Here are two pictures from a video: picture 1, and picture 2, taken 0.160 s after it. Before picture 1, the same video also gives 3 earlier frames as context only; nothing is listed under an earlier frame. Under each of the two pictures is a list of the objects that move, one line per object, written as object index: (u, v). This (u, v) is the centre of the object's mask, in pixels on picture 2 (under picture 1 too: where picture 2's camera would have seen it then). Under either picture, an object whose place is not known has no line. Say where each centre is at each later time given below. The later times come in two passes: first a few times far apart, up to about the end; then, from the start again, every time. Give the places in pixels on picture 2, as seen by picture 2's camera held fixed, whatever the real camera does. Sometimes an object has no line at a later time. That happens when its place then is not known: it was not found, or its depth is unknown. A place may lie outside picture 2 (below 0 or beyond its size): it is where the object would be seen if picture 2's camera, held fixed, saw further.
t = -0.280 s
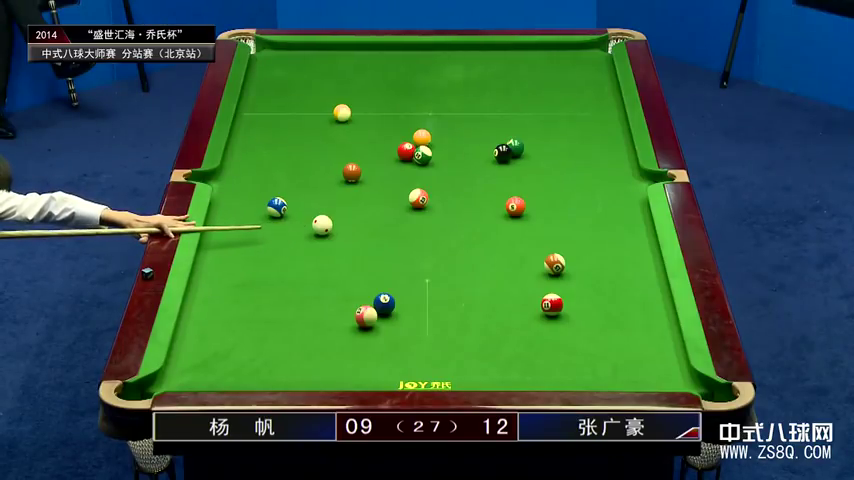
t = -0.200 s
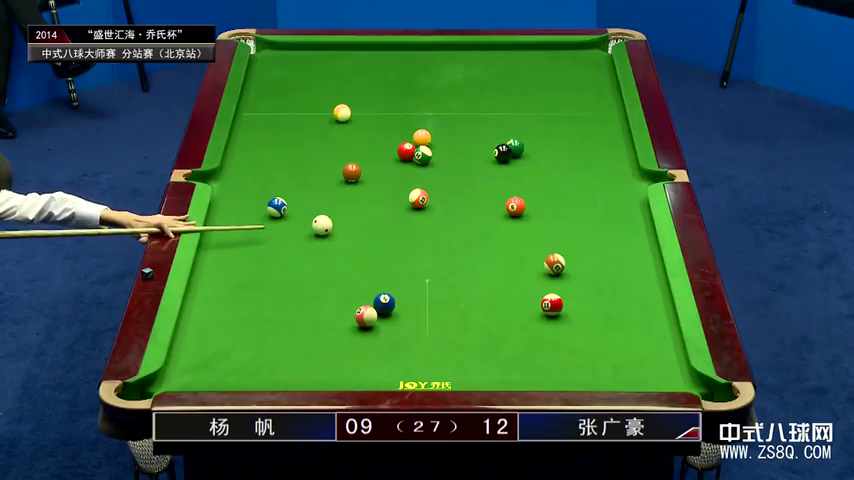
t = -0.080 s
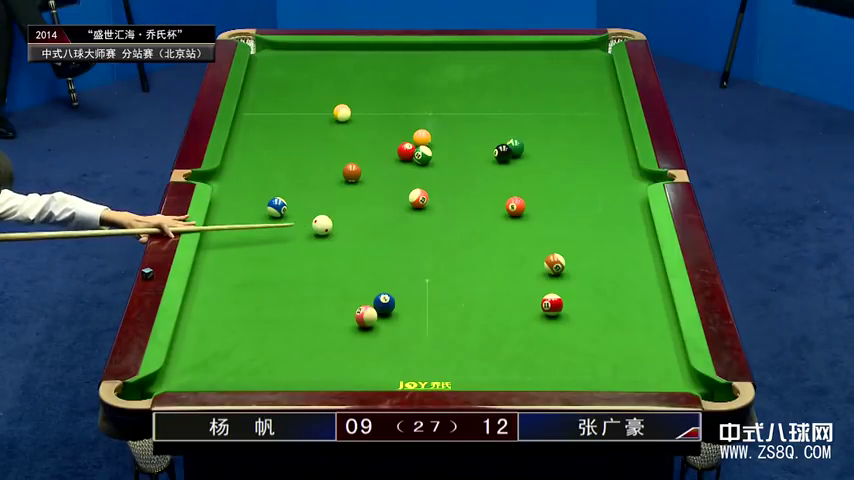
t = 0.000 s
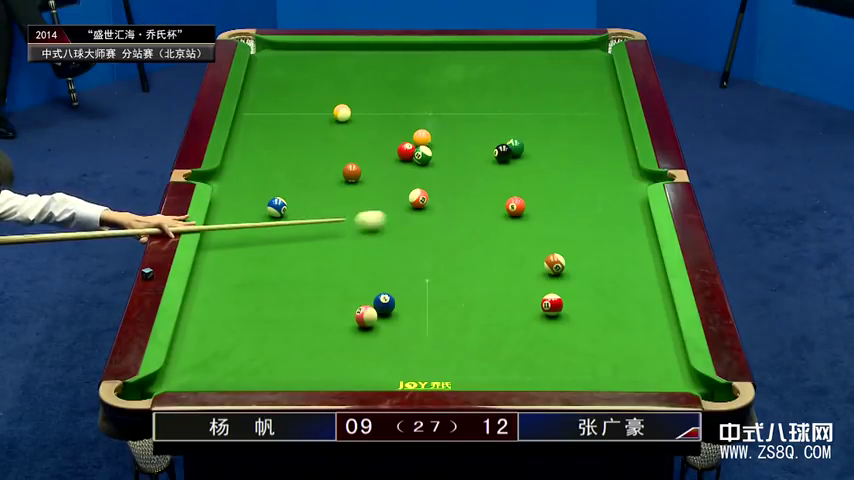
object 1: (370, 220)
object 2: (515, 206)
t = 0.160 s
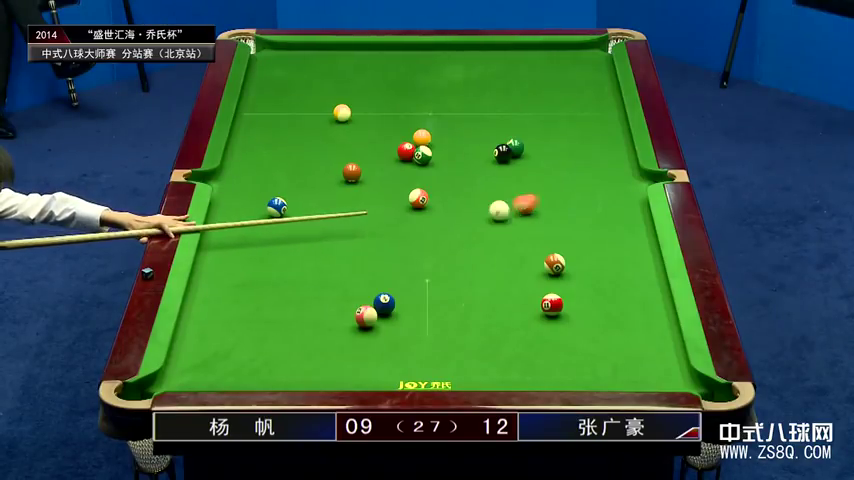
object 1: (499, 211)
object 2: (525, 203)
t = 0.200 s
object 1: (504, 213)
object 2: (553, 199)
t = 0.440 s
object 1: (553, 223)
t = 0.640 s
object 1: (609, 228)
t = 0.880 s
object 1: (625, 234)
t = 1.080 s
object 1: (594, 237)
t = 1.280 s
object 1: (564, 239)
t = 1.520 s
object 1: (530, 243)
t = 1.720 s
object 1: (503, 246)
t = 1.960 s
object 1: (473, 248)
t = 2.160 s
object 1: (448, 251)
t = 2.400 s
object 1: (421, 253)
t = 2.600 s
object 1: (399, 255)
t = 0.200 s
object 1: (504, 213)
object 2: (553, 199)
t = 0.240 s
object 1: (509, 215)
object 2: (579, 194)
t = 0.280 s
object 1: (516, 217)
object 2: (603, 189)
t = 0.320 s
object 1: (524, 219)
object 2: (626, 185)
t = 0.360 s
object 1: (533, 220)
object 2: (647, 179)
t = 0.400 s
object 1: (543, 222)
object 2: (665, 178)
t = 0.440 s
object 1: (553, 223)
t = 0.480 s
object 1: (565, 224)
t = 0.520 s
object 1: (576, 225)
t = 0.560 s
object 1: (587, 226)
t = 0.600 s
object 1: (598, 227)
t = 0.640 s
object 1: (609, 228)
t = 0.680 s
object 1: (620, 229)
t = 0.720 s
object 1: (631, 230)
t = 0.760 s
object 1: (643, 232)
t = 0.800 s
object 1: (641, 232)
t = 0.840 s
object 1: (632, 233)
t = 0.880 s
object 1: (625, 234)
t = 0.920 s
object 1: (619, 234)
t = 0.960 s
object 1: (613, 235)
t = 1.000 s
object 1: (607, 235)
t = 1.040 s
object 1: (601, 236)
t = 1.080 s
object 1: (594, 237)
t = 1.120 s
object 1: (588, 237)
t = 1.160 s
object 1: (582, 238)
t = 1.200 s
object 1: (576, 238)
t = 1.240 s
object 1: (570, 239)
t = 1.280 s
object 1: (564, 239)
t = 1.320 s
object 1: (559, 240)
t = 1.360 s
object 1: (553, 241)
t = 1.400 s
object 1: (547, 241)
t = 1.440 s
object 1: (541, 242)
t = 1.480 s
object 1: (536, 242)
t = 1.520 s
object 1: (530, 243)
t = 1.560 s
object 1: (525, 243)
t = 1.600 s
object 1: (519, 244)
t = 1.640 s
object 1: (514, 244)
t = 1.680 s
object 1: (509, 245)
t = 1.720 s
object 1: (503, 246)
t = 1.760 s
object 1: (498, 246)
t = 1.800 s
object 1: (493, 246)
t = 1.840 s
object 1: (488, 247)
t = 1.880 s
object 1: (483, 247)
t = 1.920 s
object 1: (478, 248)
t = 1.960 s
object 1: (473, 248)
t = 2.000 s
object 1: (468, 249)
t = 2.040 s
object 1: (463, 249)
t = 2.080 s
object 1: (458, 250)
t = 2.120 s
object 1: (453, 250)
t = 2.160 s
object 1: (448, 251)
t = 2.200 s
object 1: (444, 251)
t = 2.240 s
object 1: (439, 251)
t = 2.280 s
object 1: (434, 252)
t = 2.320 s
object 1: (430, 252)
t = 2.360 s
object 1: (425, 253)
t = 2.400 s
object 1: (421, 253)
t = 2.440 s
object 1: (416, 253)
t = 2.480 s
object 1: (412, 254)
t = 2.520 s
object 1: (408, 254)
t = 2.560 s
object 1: (404, 255)
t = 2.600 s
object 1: (399, 255)
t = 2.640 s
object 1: (395, 256)
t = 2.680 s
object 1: (391, 256)
